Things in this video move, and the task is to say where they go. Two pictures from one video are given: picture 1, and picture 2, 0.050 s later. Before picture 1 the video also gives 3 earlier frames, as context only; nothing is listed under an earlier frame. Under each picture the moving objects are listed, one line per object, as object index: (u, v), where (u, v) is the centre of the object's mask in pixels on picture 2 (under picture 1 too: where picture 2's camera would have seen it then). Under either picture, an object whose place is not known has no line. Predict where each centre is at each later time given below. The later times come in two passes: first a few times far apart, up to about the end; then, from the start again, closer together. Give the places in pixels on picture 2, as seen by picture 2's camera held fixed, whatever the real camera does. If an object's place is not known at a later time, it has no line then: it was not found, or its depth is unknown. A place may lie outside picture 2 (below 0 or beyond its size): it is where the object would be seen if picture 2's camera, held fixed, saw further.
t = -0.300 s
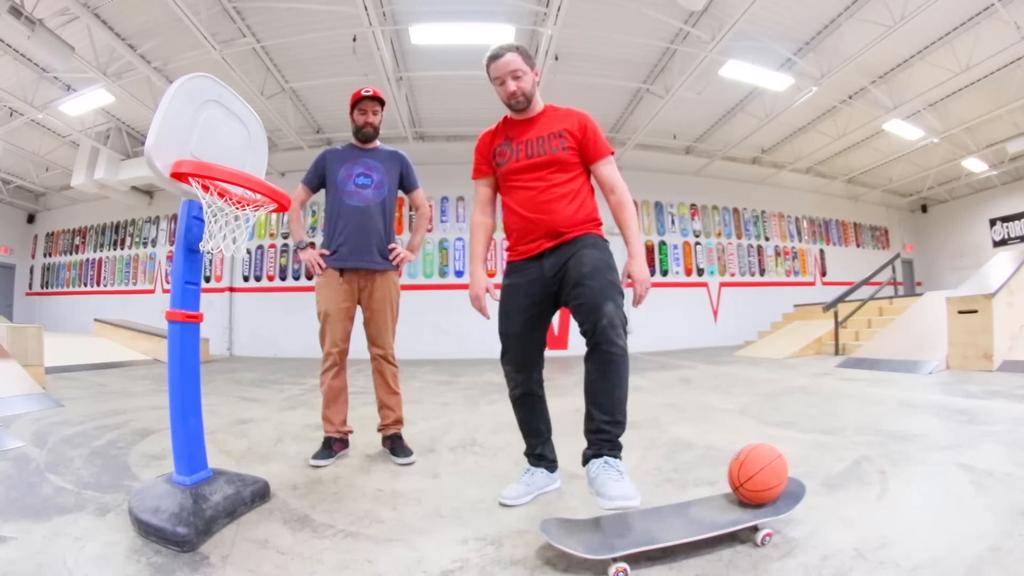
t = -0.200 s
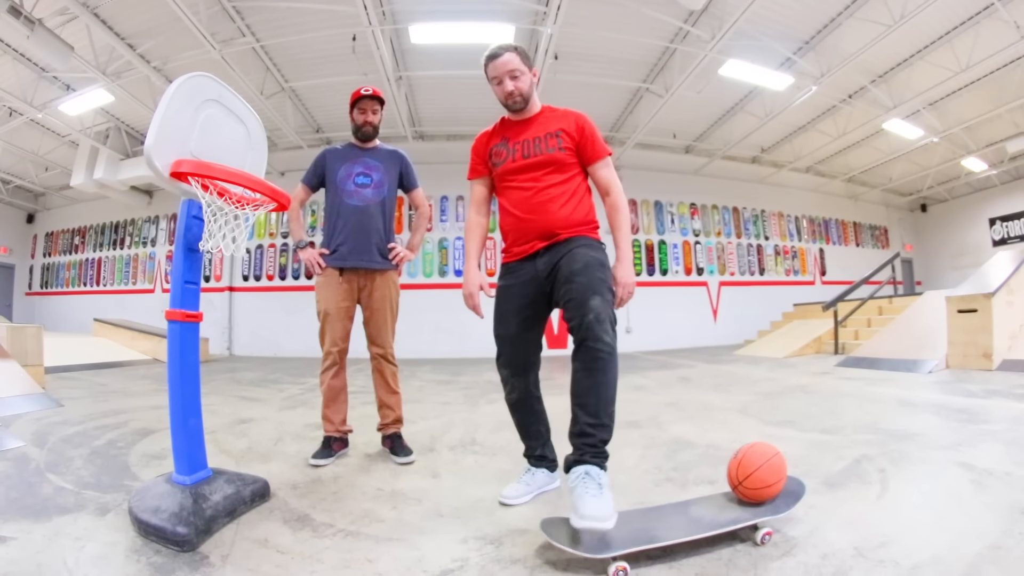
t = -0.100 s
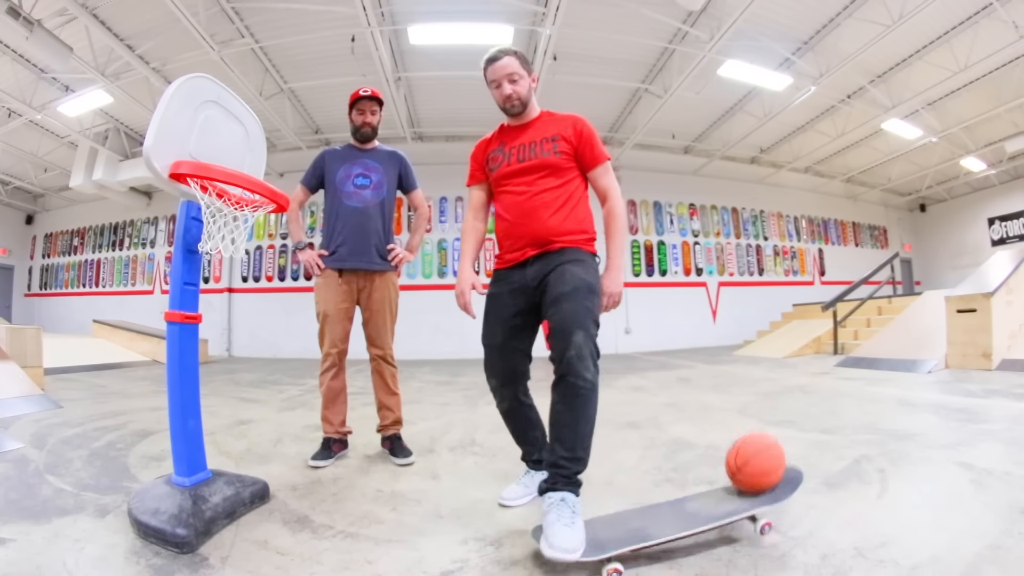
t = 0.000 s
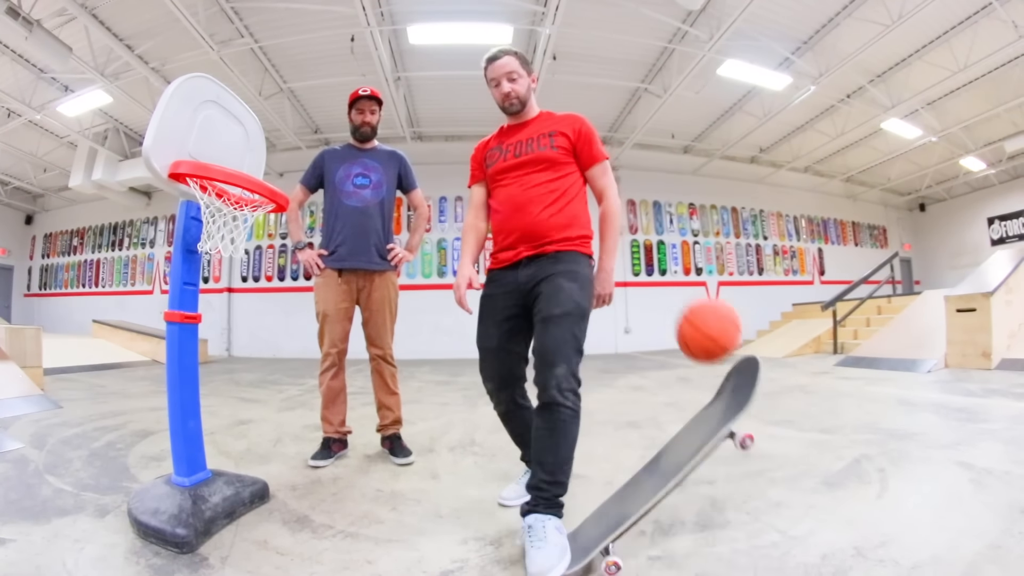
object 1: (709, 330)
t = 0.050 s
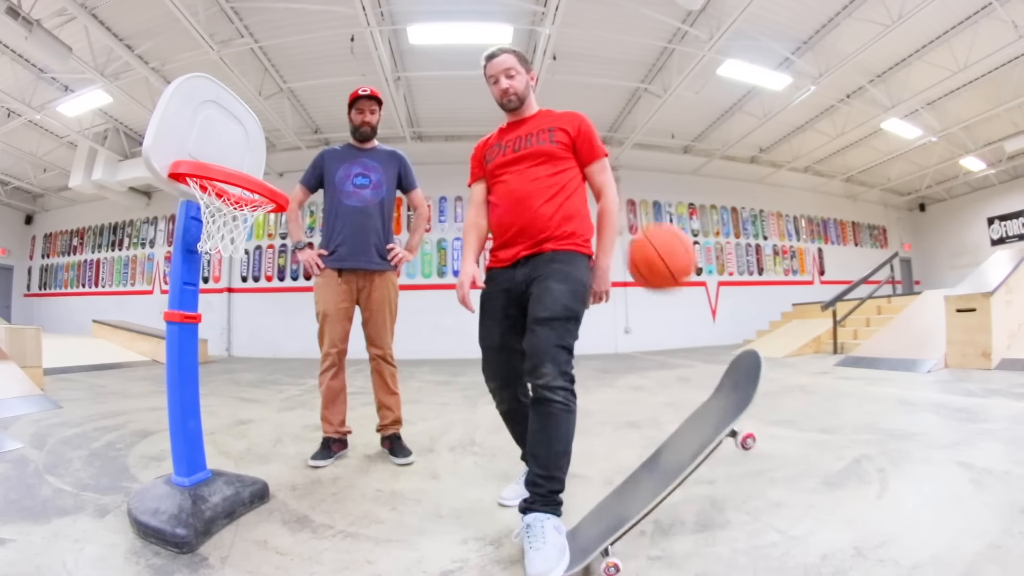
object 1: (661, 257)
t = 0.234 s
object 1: (469, 82)
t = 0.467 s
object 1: (276, 57)
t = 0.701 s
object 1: (210, 146)
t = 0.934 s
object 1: (229, 217)
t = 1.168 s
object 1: (226, 329)
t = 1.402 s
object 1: (275, 497)
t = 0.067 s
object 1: (644, 234)
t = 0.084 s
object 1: (626, 213)
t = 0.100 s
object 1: (609, 192)
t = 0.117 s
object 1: (591, 174)
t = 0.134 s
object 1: (573, 157)
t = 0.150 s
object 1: (555, 141)
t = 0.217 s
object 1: (488, 91)
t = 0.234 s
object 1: (469, 82)
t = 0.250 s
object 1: (453, 75)
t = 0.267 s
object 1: (438, 68)
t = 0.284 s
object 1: (422, 62)
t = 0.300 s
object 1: (407, 57)
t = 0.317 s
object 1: (393, 53)
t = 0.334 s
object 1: (380, 49)
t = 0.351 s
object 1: (365, 47)
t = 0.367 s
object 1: (352, 46)
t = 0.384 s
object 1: (339, 46)
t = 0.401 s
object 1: (326, 46)
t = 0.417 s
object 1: (313, 48)
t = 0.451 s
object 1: (288, 53)
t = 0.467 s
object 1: (276, 57)
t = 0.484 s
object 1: (264, 61)
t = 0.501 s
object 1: (251, 66)
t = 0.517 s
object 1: (240, 72)
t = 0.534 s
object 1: (232, 78)
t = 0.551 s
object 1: (230, 82)
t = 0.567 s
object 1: (227, 87)
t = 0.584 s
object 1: (224, 93)
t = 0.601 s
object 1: (221, 100)
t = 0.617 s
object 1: (218, 108)
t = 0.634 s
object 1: (214, 117)
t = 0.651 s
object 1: (211, 127)
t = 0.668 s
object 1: (207, 135)
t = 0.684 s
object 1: (207, 143)
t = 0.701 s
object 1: (210, 146)
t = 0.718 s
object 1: (213, 148)
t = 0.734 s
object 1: (216, 148)
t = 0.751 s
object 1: (217, 159)
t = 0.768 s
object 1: (220, 171)
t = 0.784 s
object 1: (223, 178)
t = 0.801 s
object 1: (223, 188)
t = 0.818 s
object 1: (225, 195)
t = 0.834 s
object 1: (229, 202)
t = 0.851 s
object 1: (230, 207)
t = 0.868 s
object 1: (230, 209)
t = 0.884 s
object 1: (230, 211)
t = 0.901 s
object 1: (230, 213)
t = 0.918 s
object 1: (230, 214)
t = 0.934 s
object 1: (229, 217)
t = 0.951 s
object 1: (230, 218)
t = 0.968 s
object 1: (229, 224)
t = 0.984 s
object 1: (228, 228)
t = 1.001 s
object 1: (227, 232)
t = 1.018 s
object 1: (227, 237)
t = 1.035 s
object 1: (226, 244)
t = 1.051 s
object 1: (225, 252)
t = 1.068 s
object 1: (226, 261)
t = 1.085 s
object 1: (226, 269)
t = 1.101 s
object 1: (225, 278)
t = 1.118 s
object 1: (225, 289)
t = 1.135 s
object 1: (225, 301)
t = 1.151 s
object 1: (226, 314)
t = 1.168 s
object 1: (226, 329)
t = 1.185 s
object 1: (226, 344)
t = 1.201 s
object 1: (227, 360)
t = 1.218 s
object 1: (228, 377)
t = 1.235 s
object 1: (230, 394)
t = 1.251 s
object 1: (231, 413)
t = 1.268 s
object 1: (233, 433)
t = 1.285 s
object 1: (236, 454)
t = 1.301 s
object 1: (240, 476)
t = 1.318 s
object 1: (243, 497)
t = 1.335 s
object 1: (249, 506)
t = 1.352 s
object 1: (255, 503)
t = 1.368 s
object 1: (261, 500)
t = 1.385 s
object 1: (268, 498)
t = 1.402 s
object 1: (275, 497)
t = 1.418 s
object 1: (282, 497)
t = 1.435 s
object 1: (290, 498)
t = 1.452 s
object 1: (298, 500)
